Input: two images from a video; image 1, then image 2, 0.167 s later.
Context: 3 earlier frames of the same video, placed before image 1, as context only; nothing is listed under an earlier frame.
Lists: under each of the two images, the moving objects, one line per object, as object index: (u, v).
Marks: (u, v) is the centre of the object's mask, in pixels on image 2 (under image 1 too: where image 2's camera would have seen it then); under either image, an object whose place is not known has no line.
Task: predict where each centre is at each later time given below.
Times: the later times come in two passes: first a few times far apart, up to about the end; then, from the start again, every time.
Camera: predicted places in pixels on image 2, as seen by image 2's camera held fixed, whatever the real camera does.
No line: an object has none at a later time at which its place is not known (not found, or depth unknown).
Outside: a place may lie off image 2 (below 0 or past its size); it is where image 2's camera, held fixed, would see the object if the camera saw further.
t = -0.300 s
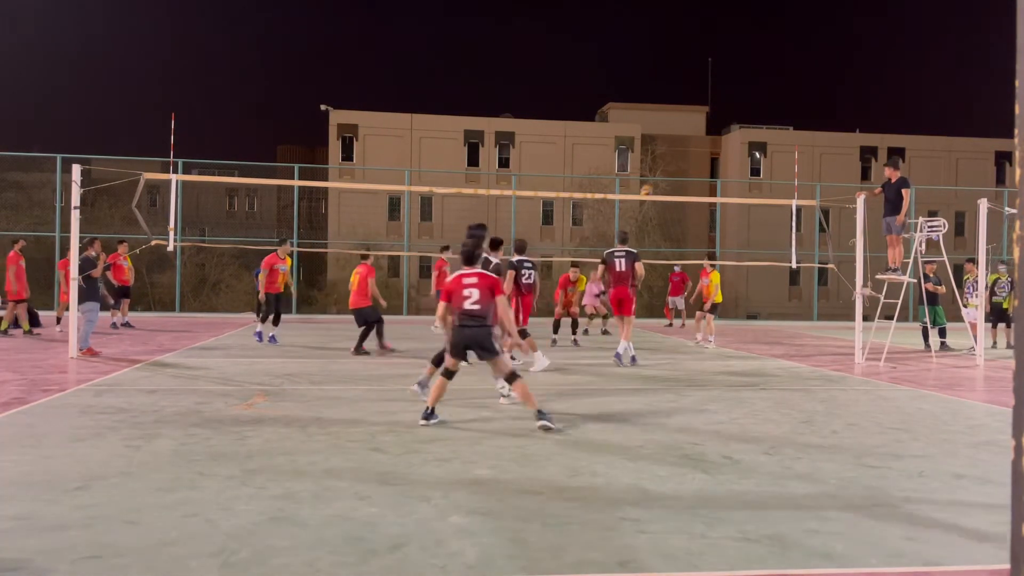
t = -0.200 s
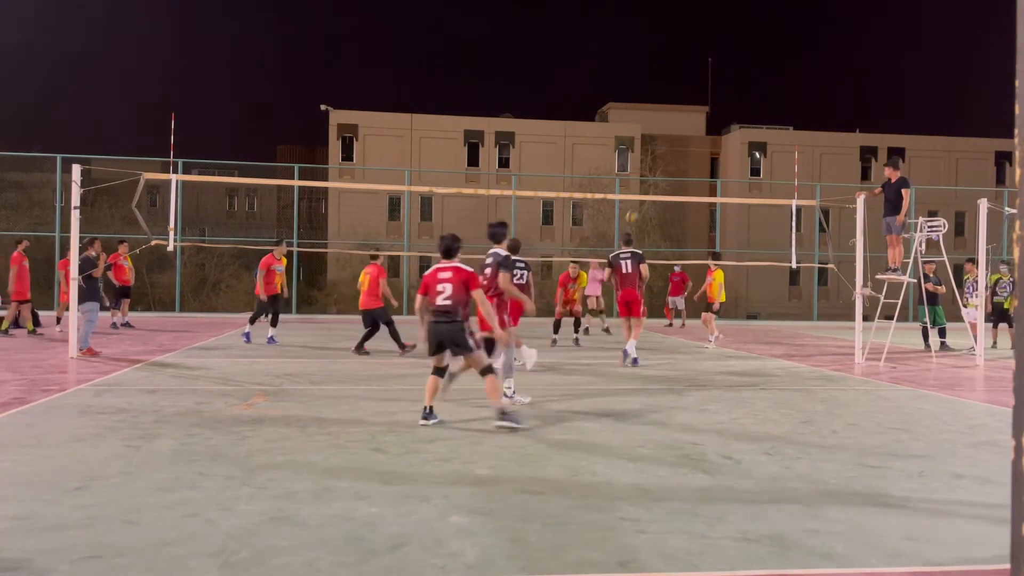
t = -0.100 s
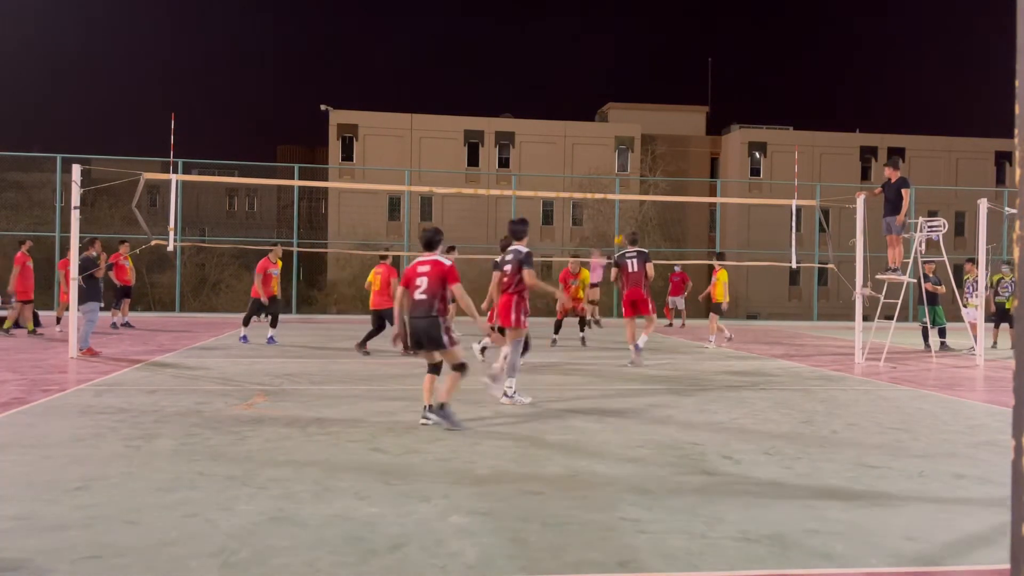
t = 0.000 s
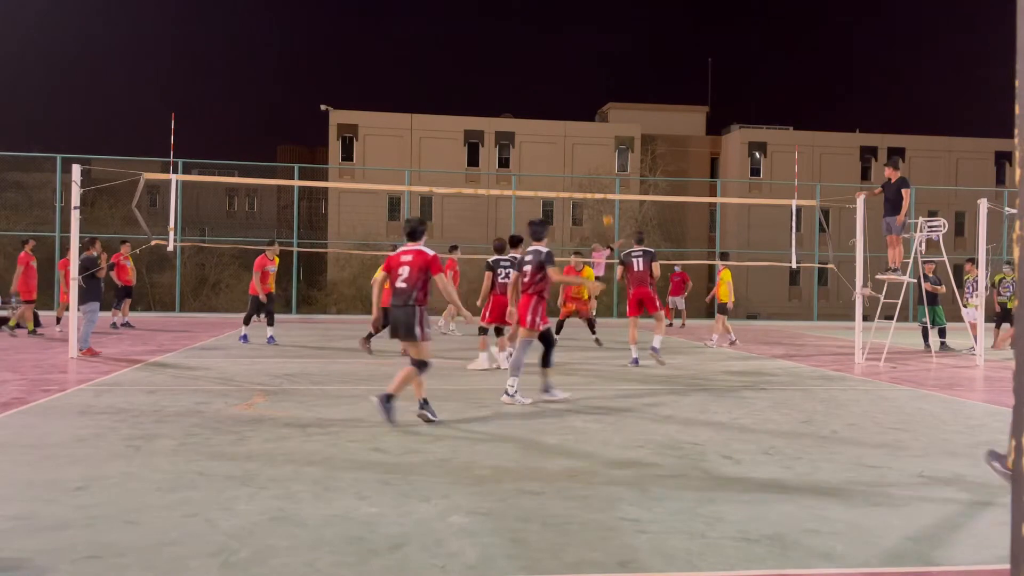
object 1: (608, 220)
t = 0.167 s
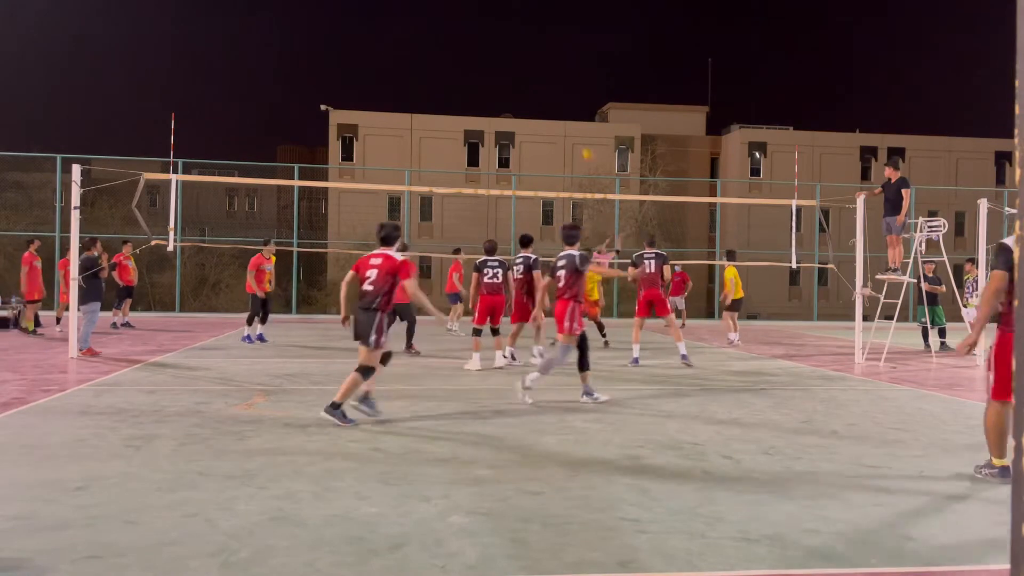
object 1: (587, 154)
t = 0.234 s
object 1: (579, 131)
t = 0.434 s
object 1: (553, 73)
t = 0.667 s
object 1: (519, 26)
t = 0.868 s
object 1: (488, 7)
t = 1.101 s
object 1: (449, 11)
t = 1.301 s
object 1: (414, 39)
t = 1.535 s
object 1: (371, 101)
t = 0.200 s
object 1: (583, 142)
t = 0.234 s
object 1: (579, 131)
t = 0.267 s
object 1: (575, 120)
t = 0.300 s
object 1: (571, 110)
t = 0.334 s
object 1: (567, 100)
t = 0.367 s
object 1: (562, 90)
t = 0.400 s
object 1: (558, 81)
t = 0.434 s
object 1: (553, 73)
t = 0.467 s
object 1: (548, 64)
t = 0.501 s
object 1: (544, 57)
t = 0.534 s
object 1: (540, 49)
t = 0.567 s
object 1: (534, 43)
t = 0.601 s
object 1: (529, 37)
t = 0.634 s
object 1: (524, 31)
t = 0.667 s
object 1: (519, 26)
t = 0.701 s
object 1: (514, 21)
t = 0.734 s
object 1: (509, 17)
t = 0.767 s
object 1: (504, 14)
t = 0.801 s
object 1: (499, 11)
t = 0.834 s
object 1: (493, 8)
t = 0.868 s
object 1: (488, 7)
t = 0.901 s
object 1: (483, 6)
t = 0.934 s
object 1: (477, 6)
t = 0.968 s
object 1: (472, 6)
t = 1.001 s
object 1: (466, 6)
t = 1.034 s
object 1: (461, 7)
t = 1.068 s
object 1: (455, 9)
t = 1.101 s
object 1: (449, 11)
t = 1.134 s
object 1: (443, 14)
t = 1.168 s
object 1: (438, 18)
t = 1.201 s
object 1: (432, 22)
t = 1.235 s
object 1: (426, 27)
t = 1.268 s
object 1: (420, 33)
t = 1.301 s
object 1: (414, 39)
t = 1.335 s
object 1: (408, 46)
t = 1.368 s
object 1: (402, 53)
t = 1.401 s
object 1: (396, 61)
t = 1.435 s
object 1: (390, 70)
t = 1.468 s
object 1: (384, 79)
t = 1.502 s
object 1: (377, 90)
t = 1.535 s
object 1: (371, 101)
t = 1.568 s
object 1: (365, 111)
